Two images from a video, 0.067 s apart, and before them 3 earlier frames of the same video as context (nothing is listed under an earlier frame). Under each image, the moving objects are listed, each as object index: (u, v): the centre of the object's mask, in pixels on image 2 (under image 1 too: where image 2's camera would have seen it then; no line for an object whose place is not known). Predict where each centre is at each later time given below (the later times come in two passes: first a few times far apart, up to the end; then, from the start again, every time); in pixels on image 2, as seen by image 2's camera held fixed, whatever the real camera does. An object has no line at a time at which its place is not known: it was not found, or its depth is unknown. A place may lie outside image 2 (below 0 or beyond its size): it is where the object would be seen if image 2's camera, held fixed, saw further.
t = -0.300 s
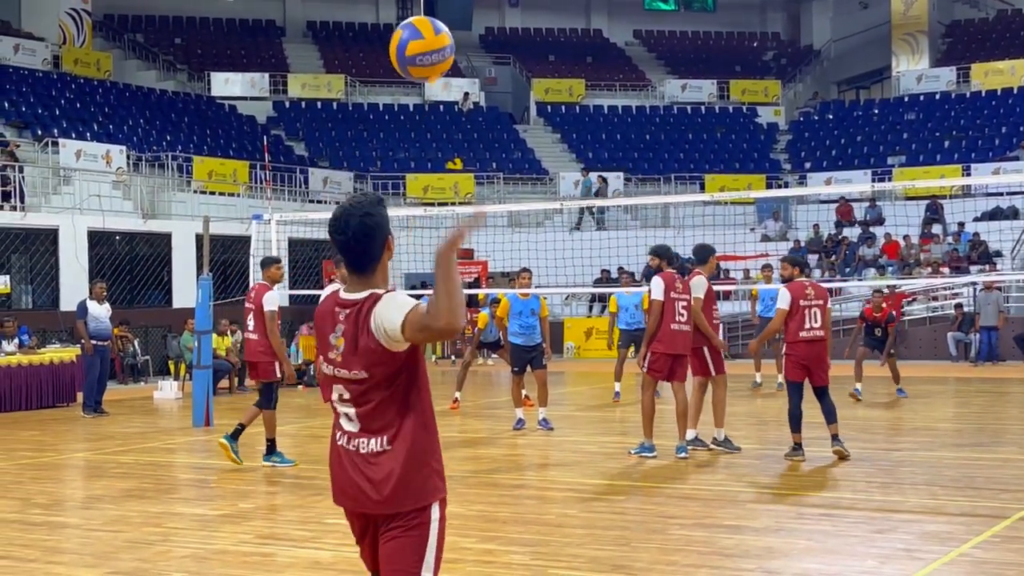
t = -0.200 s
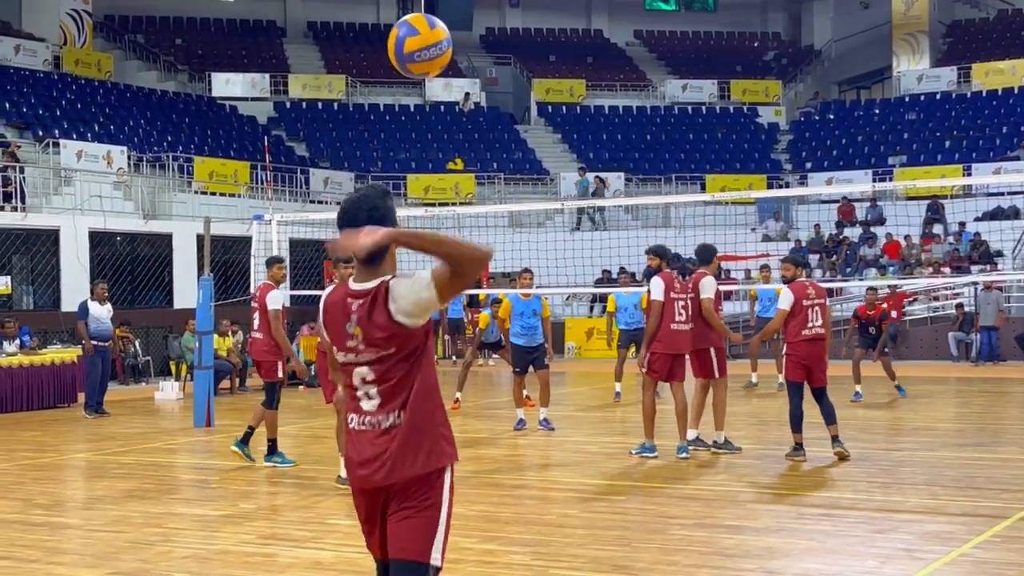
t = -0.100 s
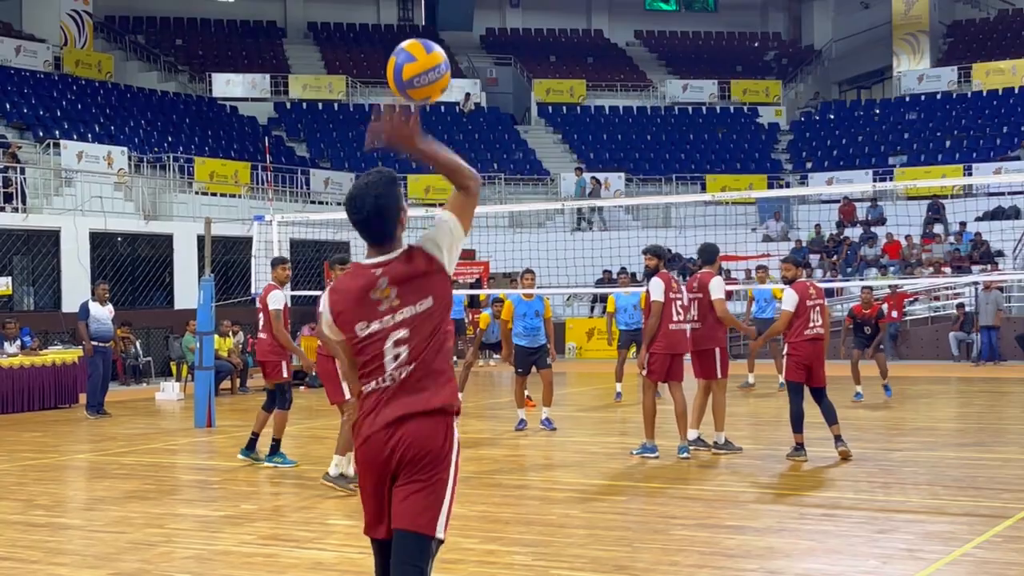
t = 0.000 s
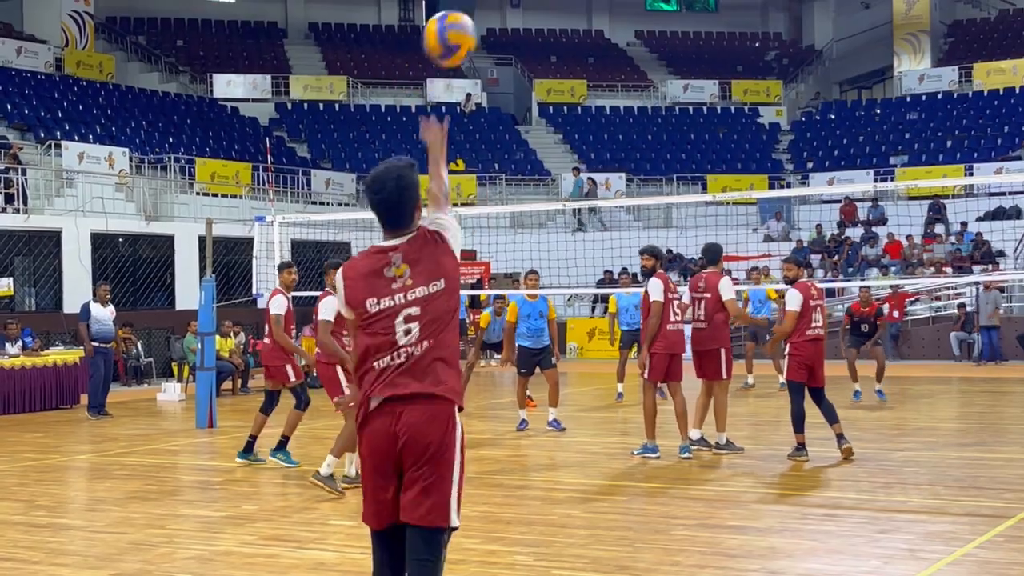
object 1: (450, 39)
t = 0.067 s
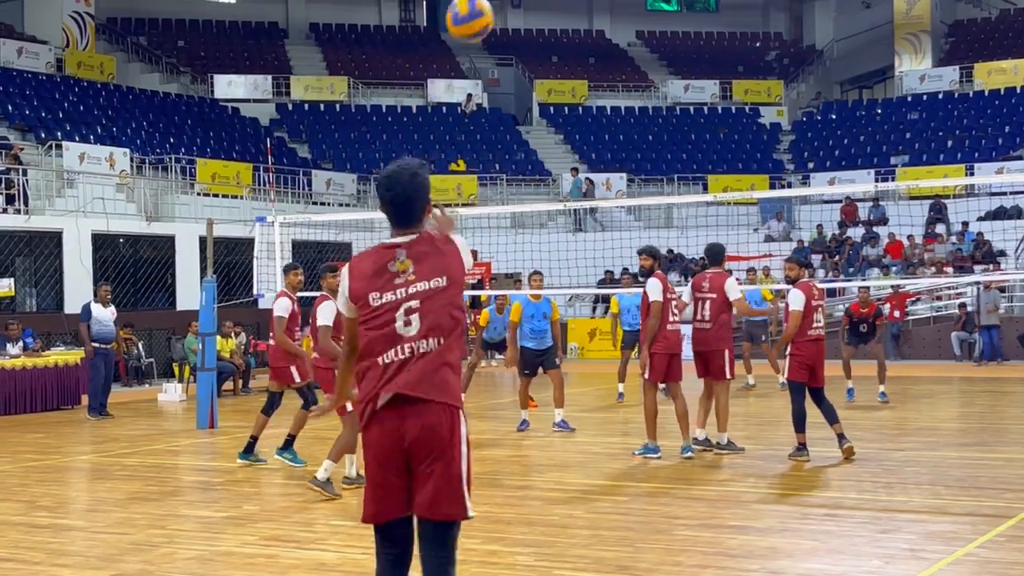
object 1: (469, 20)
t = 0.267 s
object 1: (503, 15)
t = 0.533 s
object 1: (528, 75)
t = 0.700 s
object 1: (536, 133)
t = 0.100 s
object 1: (477, 16)
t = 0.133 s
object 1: (483, 14)
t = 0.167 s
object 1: (488, 13)
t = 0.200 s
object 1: (494, 12)
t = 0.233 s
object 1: (499, 13)
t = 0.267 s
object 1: (503, 15)
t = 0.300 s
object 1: (507, 18)
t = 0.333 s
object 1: (510, 24)
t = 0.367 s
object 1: (514, 30)
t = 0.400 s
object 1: (517, 37)
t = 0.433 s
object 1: (520, 45)
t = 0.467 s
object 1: (523, 54)
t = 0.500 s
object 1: (526, 64)
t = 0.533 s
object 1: (528, 75)
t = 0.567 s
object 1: (530, 85)
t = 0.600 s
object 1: (531, 96)
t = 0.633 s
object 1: (534, 109)
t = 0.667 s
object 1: (535, 121)
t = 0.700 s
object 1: (536, 133)
